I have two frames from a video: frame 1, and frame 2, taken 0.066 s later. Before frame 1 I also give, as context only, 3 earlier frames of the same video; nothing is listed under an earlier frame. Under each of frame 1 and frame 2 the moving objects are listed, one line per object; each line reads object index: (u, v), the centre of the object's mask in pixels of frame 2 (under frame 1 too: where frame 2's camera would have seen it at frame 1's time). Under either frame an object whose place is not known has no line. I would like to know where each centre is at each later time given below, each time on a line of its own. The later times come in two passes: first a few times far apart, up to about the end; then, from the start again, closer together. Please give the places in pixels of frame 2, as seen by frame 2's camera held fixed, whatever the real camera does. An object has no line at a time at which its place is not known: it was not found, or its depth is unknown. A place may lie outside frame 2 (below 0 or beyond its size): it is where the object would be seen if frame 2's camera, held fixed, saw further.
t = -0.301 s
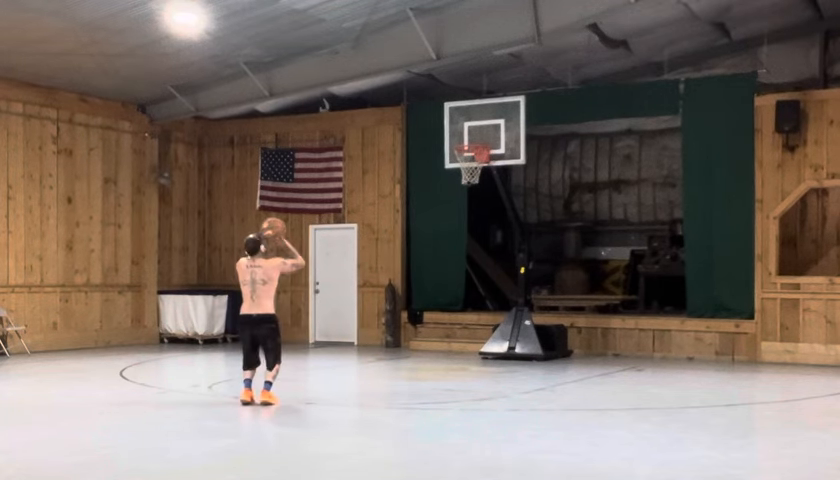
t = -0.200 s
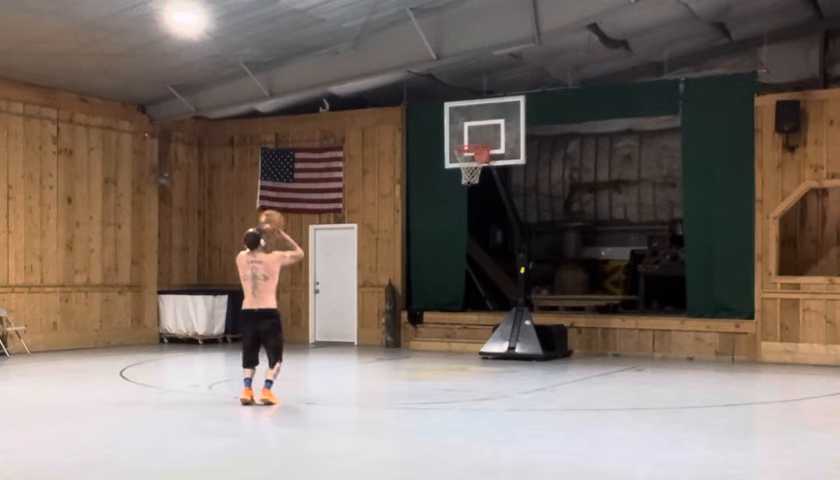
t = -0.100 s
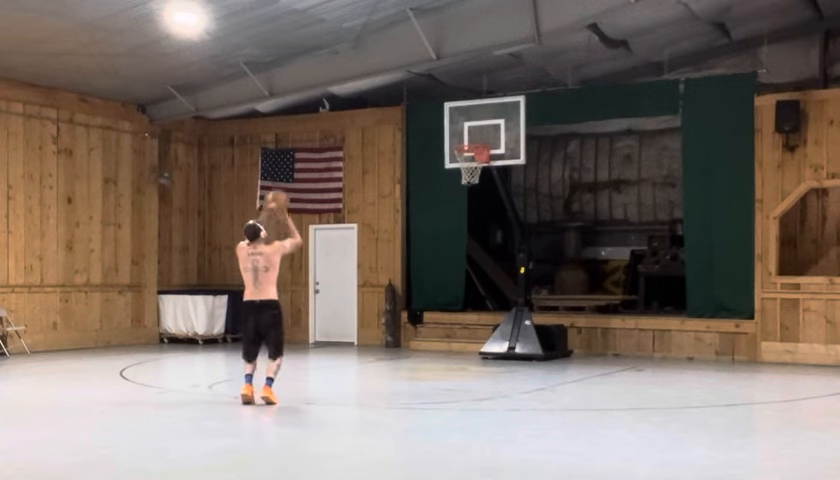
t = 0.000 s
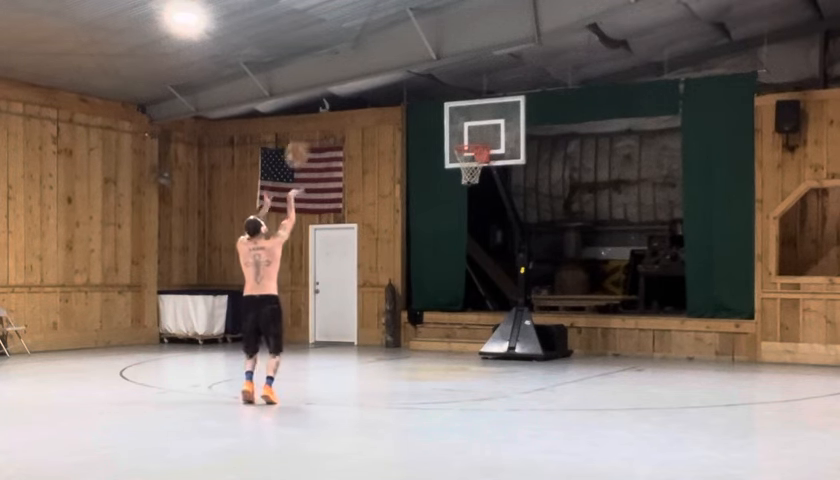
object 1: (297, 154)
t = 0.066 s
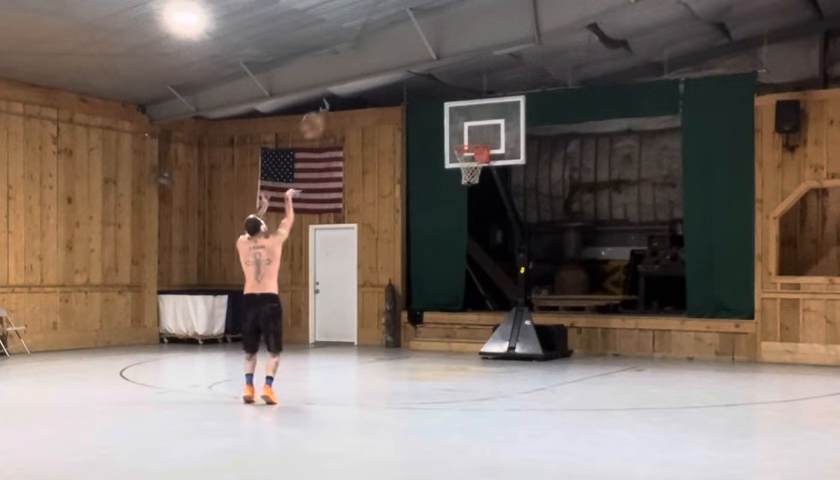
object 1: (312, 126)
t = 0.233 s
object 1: (349, 74)
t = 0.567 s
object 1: (408, 59)
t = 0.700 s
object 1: (428, 76)
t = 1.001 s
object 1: (469, 178)
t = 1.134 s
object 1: (482, 174)
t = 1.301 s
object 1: (493, 194)
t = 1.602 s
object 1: (514, 280)
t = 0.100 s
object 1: (320, 114)
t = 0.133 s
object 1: (327, 102)
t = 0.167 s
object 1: (334, 92)
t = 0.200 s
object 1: (340, 84)
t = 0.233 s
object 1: (349, 74)
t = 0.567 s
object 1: (408, 59)
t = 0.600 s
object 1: (409, 62)
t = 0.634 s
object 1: (419, 69)
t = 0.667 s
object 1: (423, 72)
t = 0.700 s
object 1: (428, 76)
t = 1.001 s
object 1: (469, 178)
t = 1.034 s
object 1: (470, 173)
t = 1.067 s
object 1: (474, 171)
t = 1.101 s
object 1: (480, 173)
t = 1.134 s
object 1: (482, 174)
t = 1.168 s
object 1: (484, 178)
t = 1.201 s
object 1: (487, 181)
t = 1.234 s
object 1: (489, 184)
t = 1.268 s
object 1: (491, 188)
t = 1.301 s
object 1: (493, 194)
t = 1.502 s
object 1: (507, 245)
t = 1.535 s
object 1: (510, 256)
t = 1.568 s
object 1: (512, 268)
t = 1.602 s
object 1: (514, 280)
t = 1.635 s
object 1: (517, 294)
